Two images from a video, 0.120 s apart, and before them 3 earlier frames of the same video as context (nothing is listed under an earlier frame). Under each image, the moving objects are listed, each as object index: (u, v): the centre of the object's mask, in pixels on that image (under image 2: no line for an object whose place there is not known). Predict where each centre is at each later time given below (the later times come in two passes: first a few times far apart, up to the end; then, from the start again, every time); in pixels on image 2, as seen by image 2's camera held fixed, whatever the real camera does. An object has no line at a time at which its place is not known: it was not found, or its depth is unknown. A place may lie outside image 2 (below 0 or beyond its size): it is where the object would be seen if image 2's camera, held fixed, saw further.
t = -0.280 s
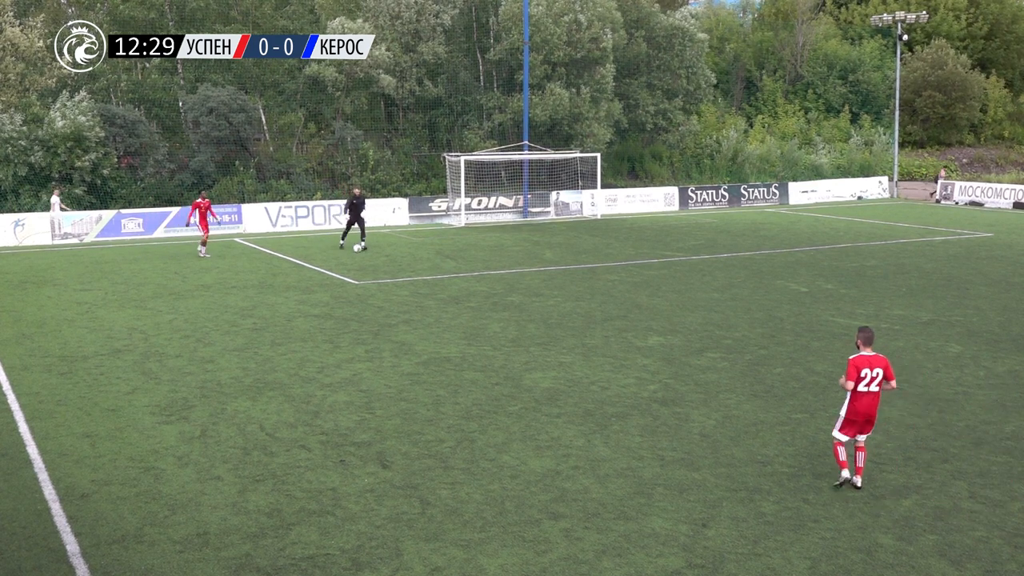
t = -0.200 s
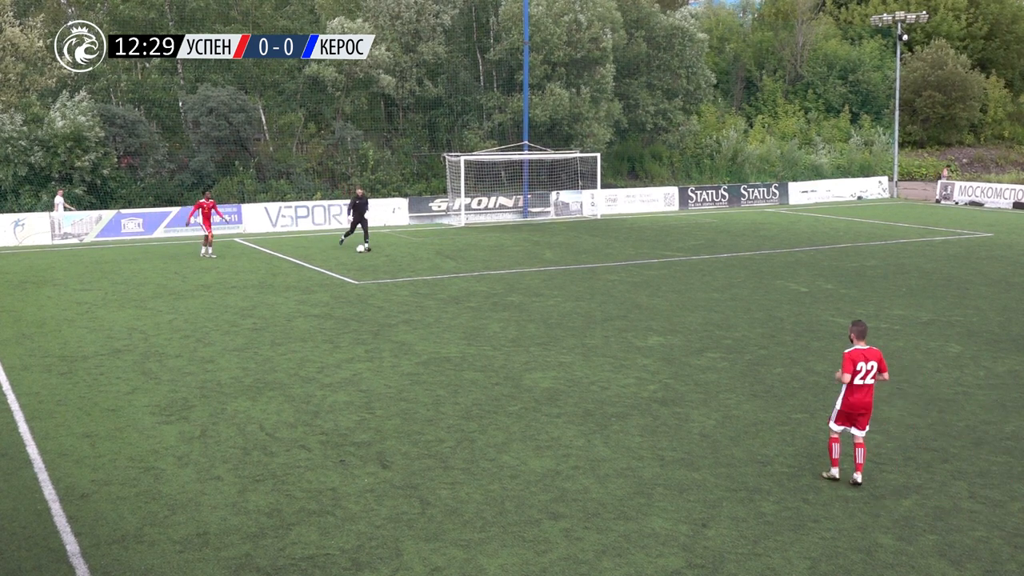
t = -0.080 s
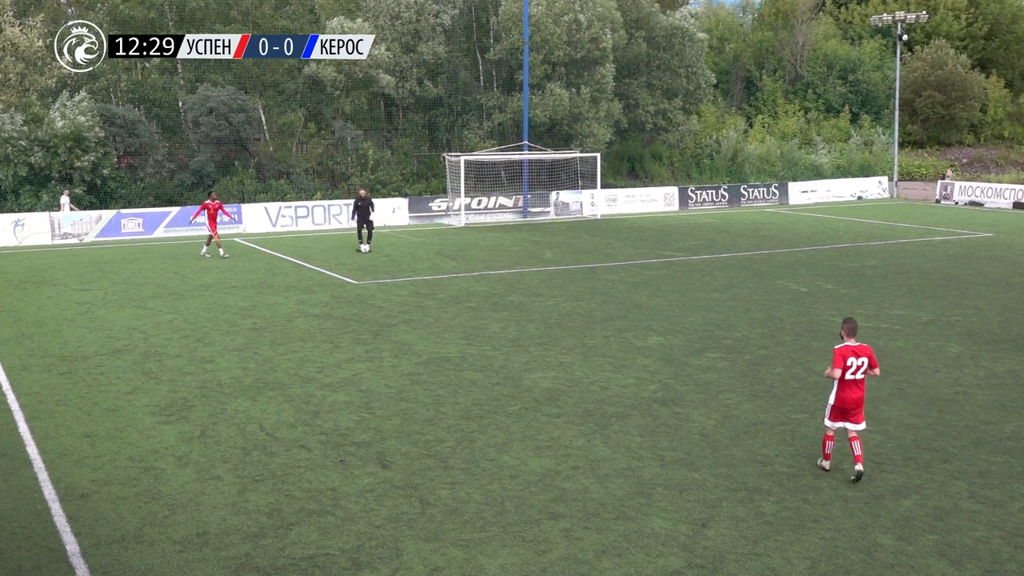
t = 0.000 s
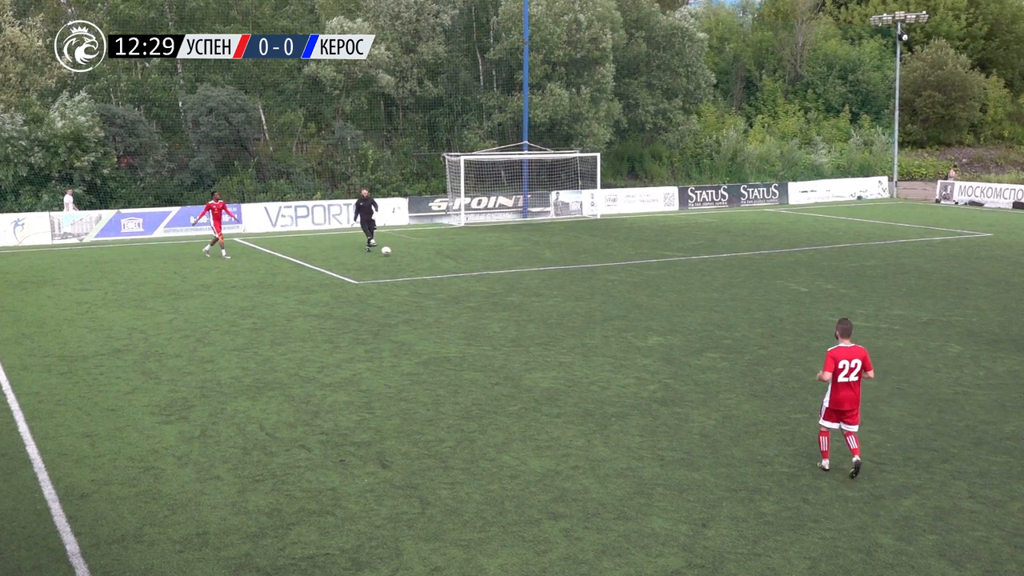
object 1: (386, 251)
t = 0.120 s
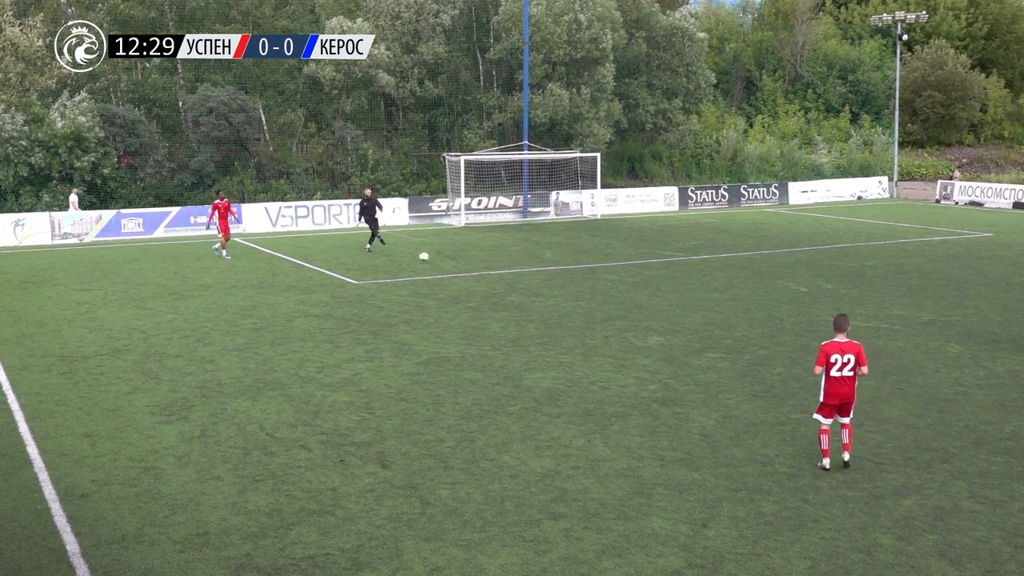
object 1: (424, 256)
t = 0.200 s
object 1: (450, 263)
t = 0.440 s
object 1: (528, 276)
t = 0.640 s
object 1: (590, 287)
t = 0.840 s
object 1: (645, 295)
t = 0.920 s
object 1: (667, 297)
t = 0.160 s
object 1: (437, 260)
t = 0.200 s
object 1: (450, 263)
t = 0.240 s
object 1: (463, 265)
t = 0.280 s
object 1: (476, 266)
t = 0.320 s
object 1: (489, 267)
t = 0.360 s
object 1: (502, 270)
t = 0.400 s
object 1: (515, 274)
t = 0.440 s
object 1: (528, 276)
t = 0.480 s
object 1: (540, 278)
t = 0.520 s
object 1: (553, 279)
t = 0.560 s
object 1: (566, 281)
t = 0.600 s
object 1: (578, 284)
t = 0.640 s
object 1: (590, 287)
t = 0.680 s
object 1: (601, 287)
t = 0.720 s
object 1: (612, 287)
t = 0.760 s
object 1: (623, 289)
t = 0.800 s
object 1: (634, 291)
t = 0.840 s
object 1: (645, 295)
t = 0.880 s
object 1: (656, 296)
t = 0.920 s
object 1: (667, 297)
